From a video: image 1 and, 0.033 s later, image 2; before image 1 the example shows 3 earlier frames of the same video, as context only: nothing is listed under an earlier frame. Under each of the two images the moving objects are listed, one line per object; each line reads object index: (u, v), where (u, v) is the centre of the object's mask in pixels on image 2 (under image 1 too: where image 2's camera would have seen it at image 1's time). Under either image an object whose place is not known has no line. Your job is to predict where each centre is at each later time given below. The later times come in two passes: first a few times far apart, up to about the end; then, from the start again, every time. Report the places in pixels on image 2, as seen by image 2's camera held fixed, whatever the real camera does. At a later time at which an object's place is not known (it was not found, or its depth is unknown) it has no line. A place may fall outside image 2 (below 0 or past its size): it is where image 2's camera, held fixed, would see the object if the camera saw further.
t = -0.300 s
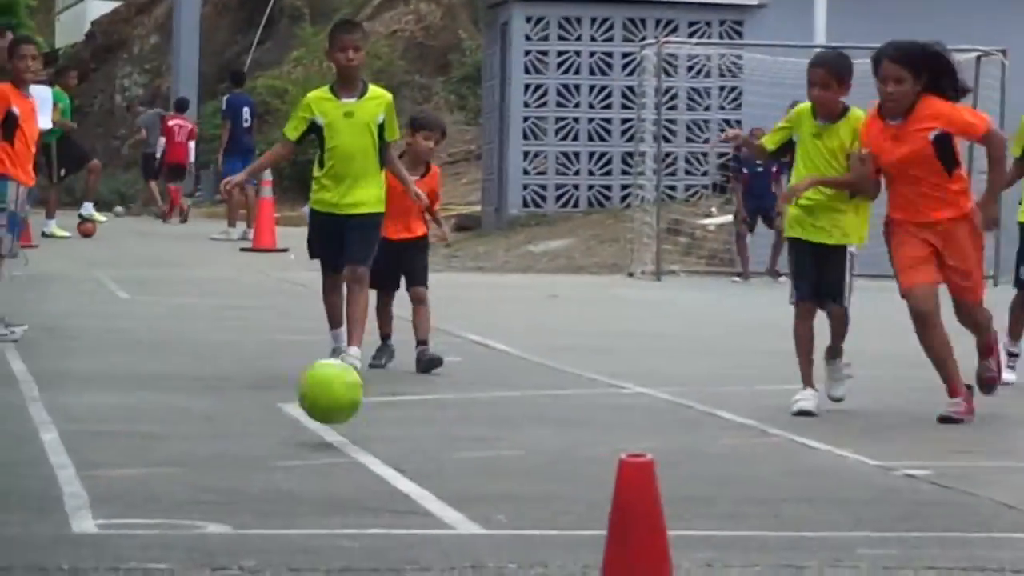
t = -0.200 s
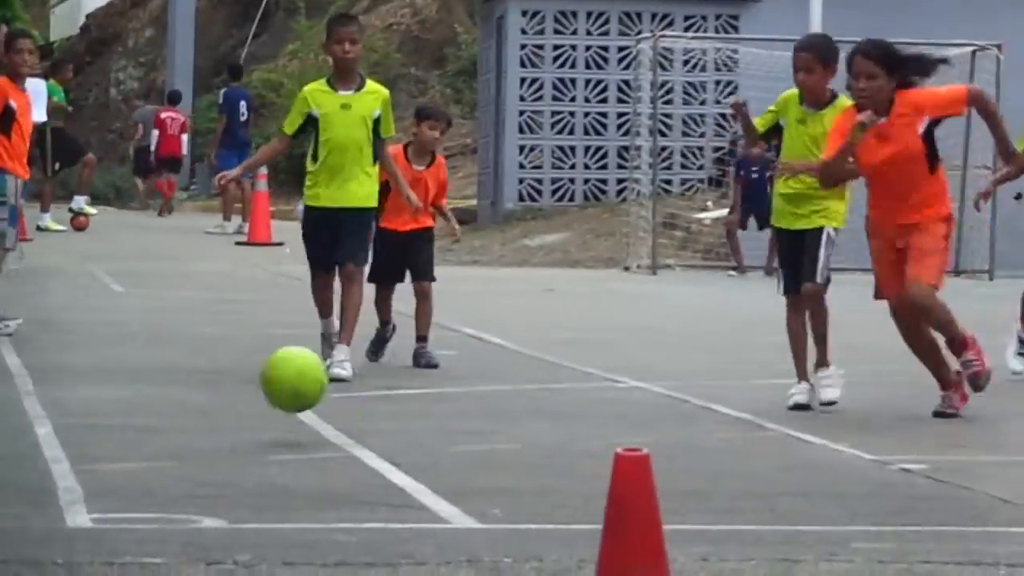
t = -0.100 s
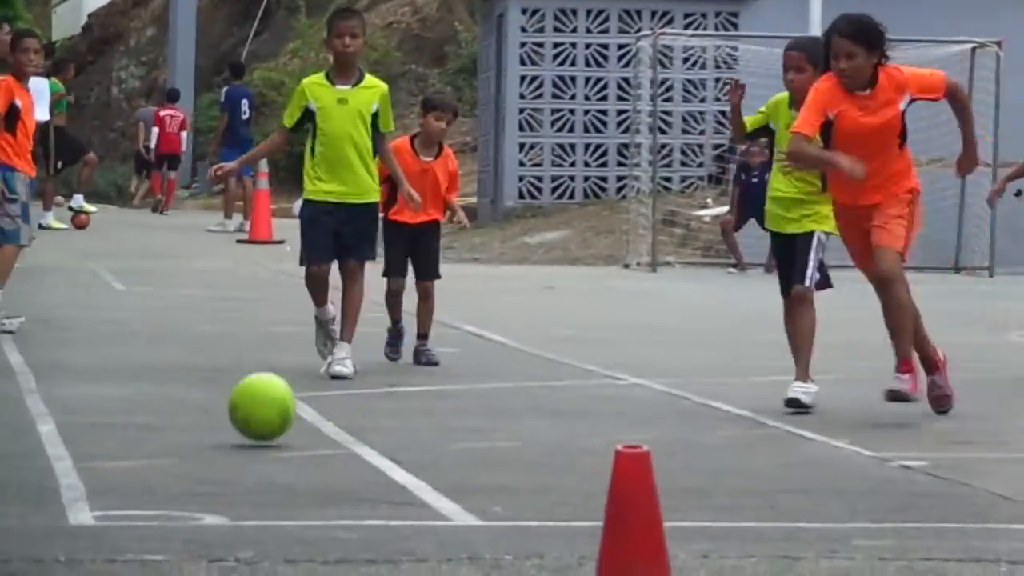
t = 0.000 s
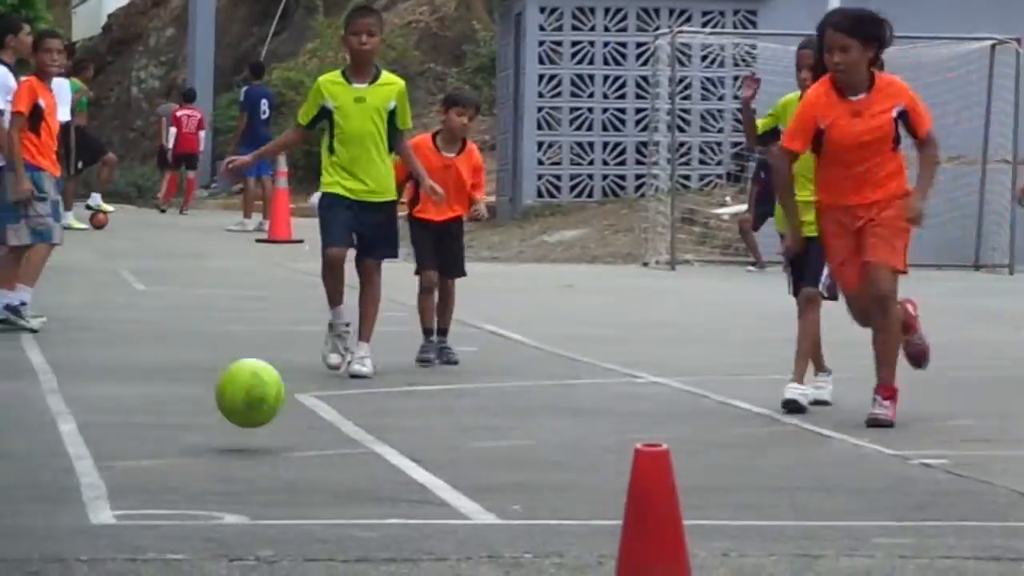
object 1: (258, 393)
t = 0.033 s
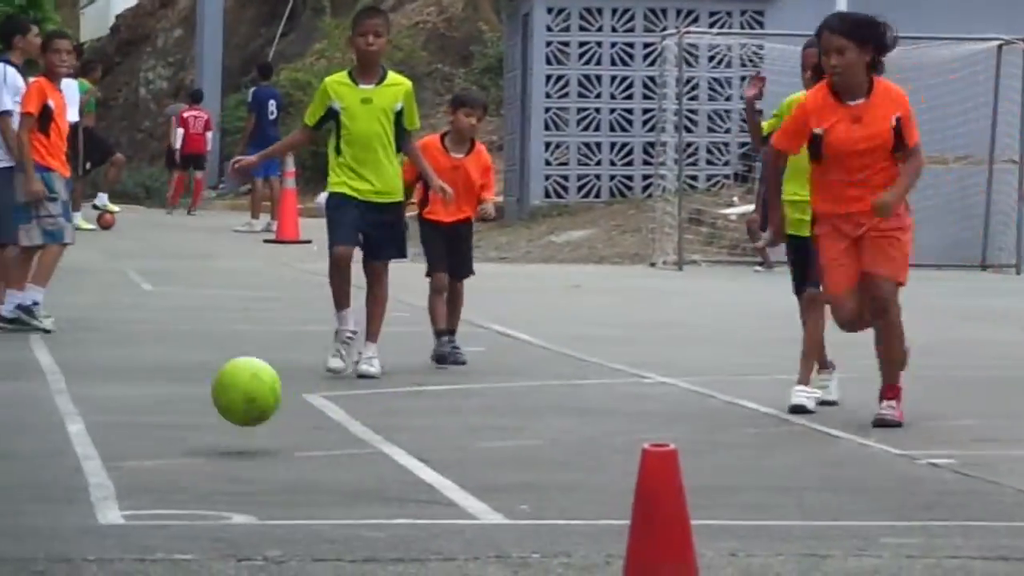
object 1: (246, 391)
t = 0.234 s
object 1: (182, 408)
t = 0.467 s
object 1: (109, 420)
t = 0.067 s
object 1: (236, 394)
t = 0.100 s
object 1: (225, 400)
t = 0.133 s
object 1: (213, 411)
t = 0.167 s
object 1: (202, 424)
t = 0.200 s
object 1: (193, 414)
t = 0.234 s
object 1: (182, 408)
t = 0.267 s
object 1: (172, 405)
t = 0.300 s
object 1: (160, 407)
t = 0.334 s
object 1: (150, 413)
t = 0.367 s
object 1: (138, 424)
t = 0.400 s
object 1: (128, 435)
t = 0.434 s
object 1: (118, 426)
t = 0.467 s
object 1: (109, 420)
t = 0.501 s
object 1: (100, 417)
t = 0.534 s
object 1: (90, 419)
